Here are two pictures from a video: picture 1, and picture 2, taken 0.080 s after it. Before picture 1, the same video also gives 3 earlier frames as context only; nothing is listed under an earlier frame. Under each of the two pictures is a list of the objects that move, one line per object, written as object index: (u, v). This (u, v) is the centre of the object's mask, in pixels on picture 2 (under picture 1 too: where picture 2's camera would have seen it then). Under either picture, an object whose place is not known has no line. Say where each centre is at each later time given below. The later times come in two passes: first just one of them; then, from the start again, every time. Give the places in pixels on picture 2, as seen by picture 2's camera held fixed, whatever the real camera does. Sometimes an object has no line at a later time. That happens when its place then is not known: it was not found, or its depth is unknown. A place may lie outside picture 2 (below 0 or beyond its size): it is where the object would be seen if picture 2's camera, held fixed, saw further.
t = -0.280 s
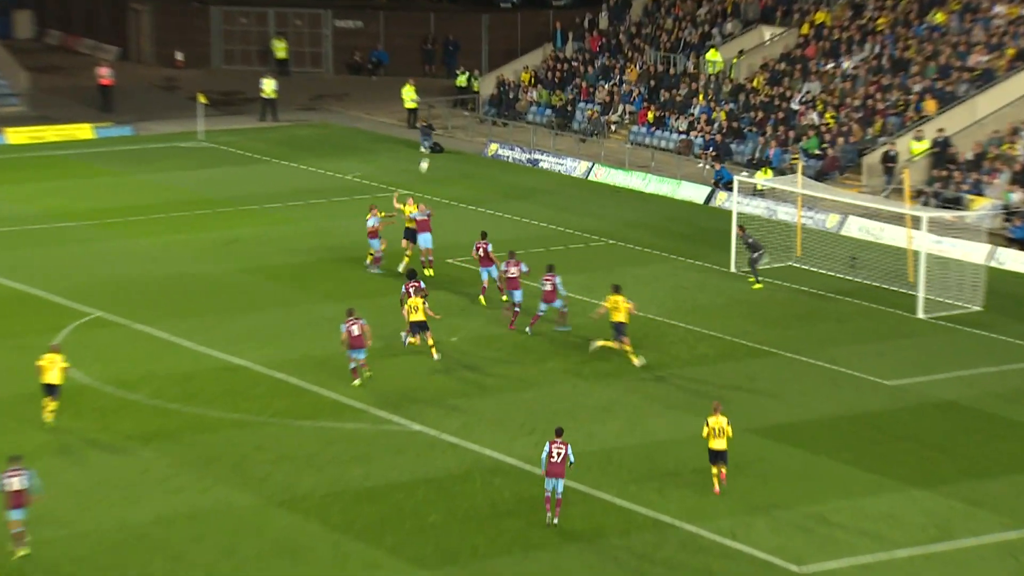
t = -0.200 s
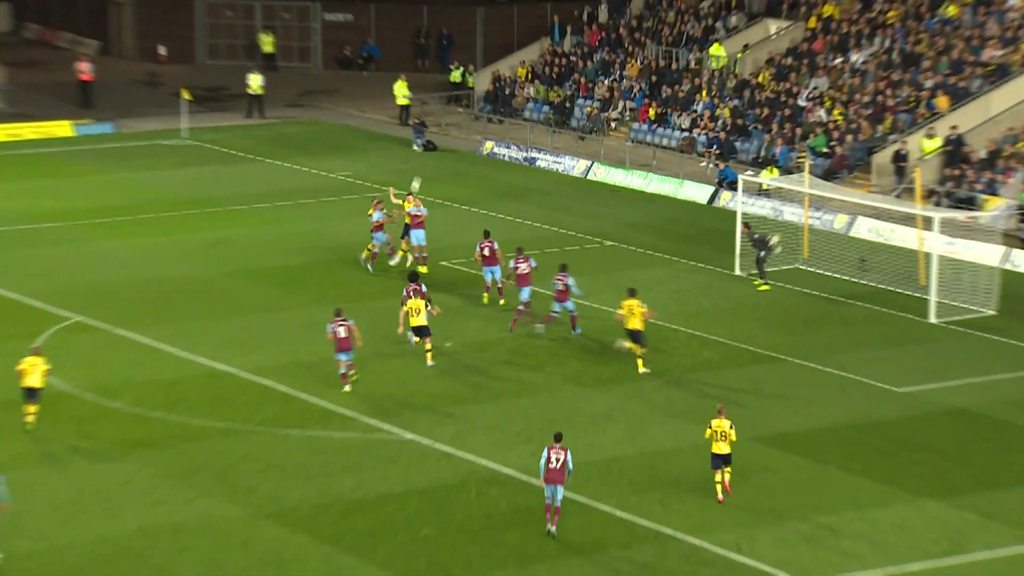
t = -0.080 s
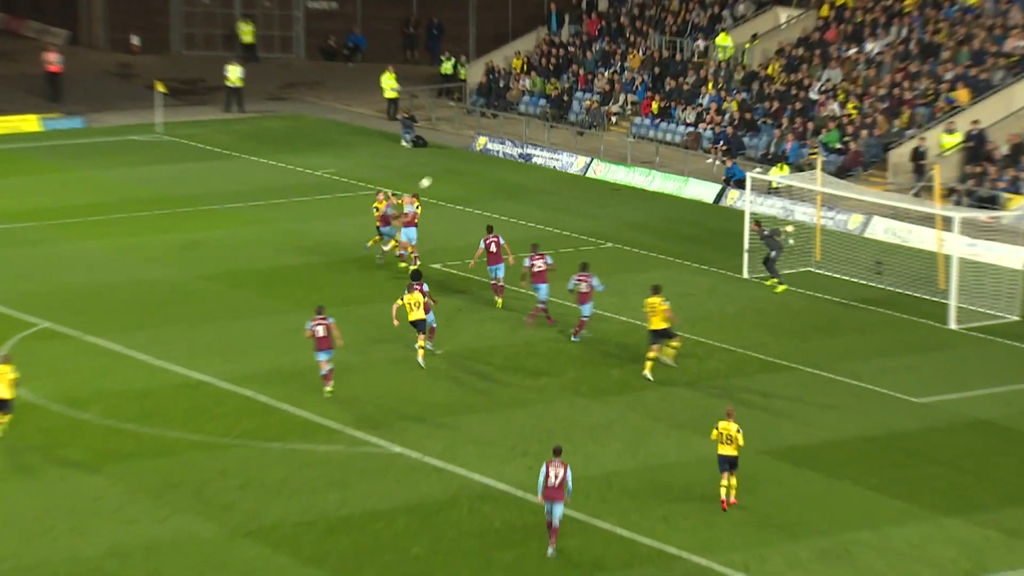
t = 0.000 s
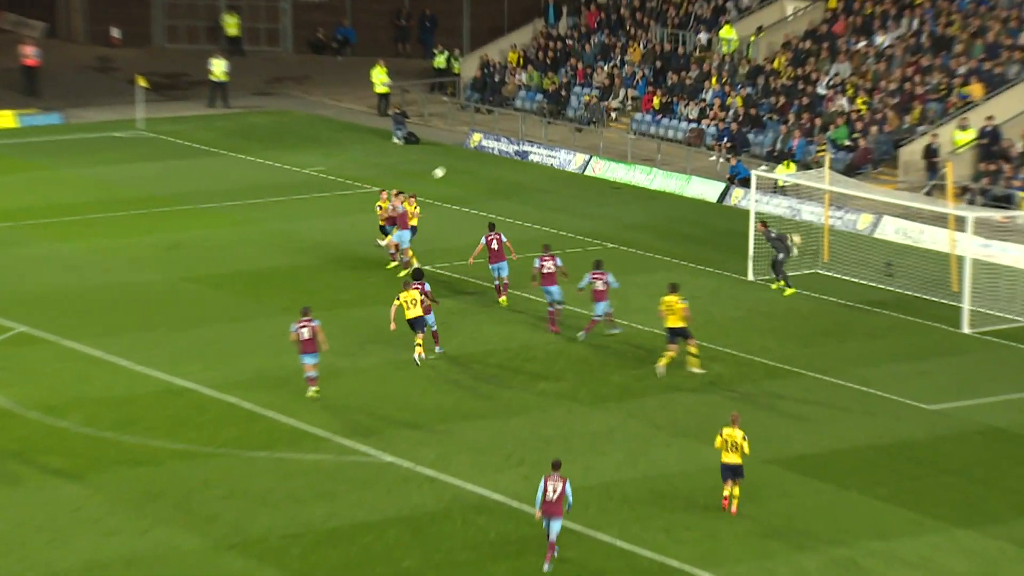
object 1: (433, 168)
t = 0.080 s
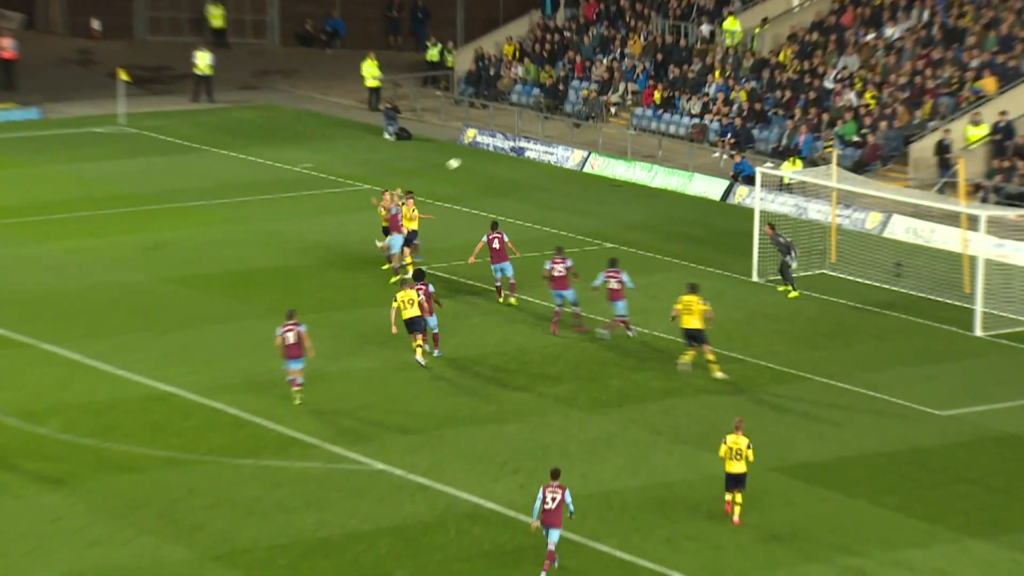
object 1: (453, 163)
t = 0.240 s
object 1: (495, 160)
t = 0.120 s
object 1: (463, 162)
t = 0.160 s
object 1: (474, 162)
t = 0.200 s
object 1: (484, 162)
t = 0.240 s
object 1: (495, 160)
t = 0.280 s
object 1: (505, 160)
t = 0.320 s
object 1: (515, 161)
